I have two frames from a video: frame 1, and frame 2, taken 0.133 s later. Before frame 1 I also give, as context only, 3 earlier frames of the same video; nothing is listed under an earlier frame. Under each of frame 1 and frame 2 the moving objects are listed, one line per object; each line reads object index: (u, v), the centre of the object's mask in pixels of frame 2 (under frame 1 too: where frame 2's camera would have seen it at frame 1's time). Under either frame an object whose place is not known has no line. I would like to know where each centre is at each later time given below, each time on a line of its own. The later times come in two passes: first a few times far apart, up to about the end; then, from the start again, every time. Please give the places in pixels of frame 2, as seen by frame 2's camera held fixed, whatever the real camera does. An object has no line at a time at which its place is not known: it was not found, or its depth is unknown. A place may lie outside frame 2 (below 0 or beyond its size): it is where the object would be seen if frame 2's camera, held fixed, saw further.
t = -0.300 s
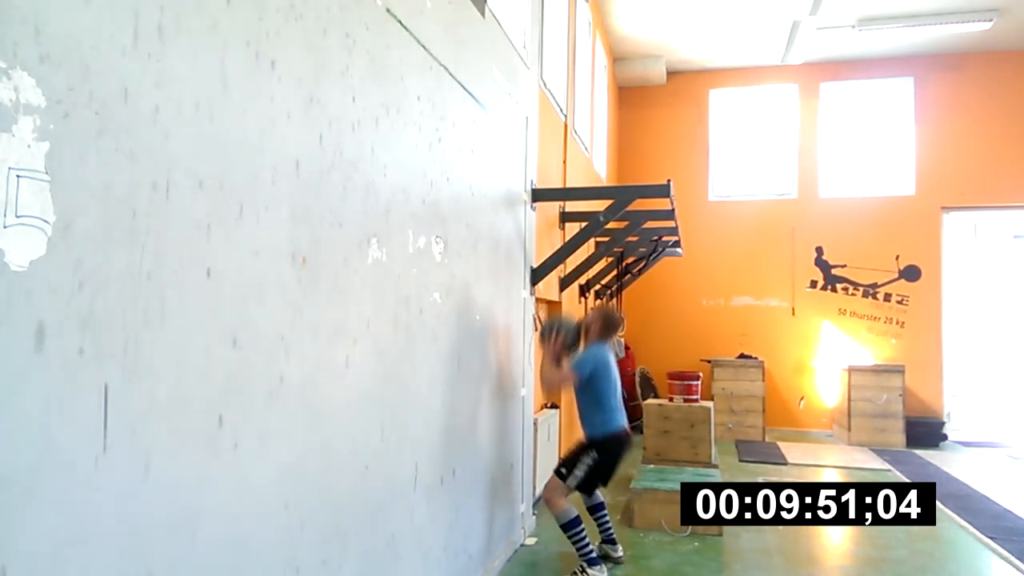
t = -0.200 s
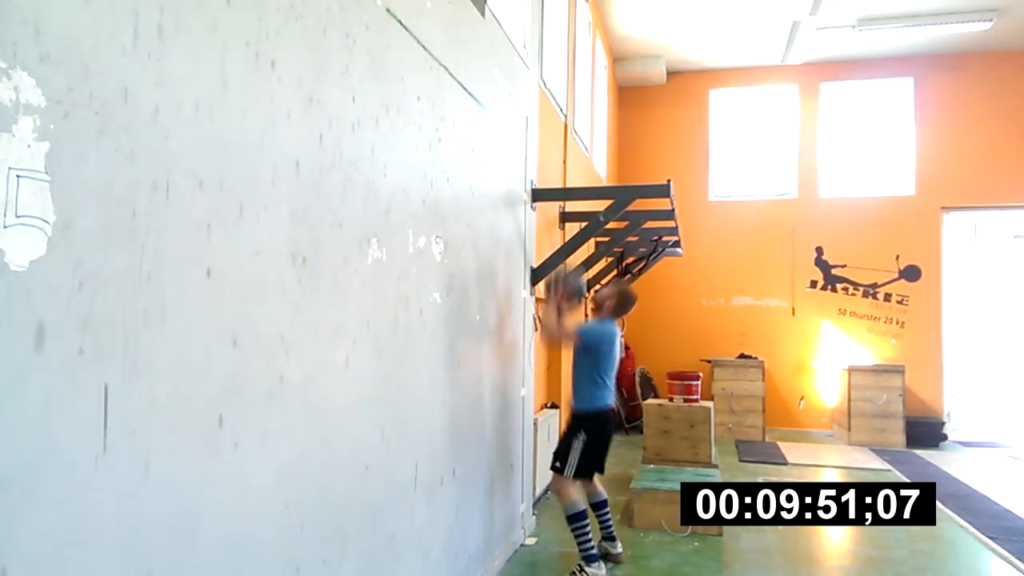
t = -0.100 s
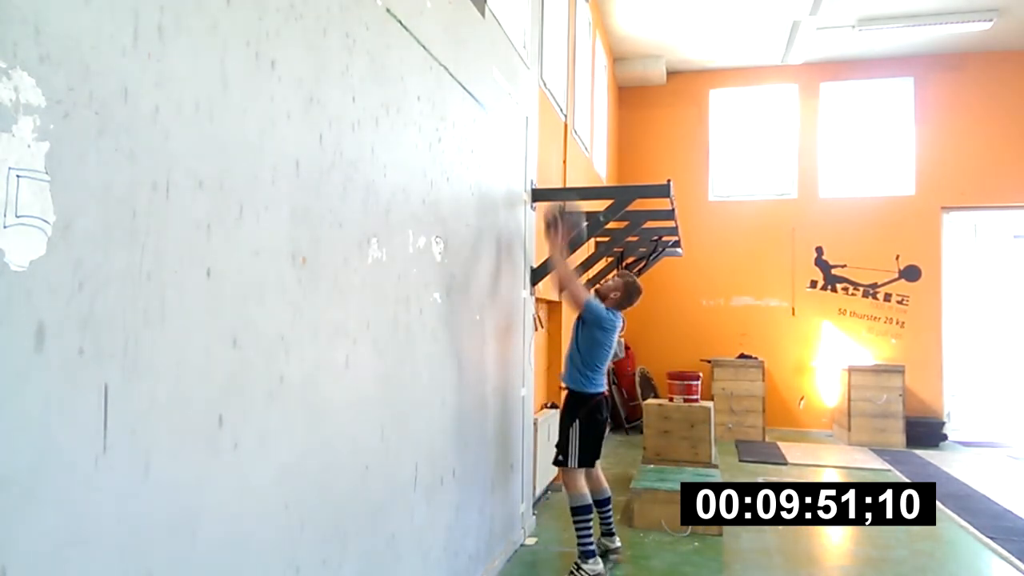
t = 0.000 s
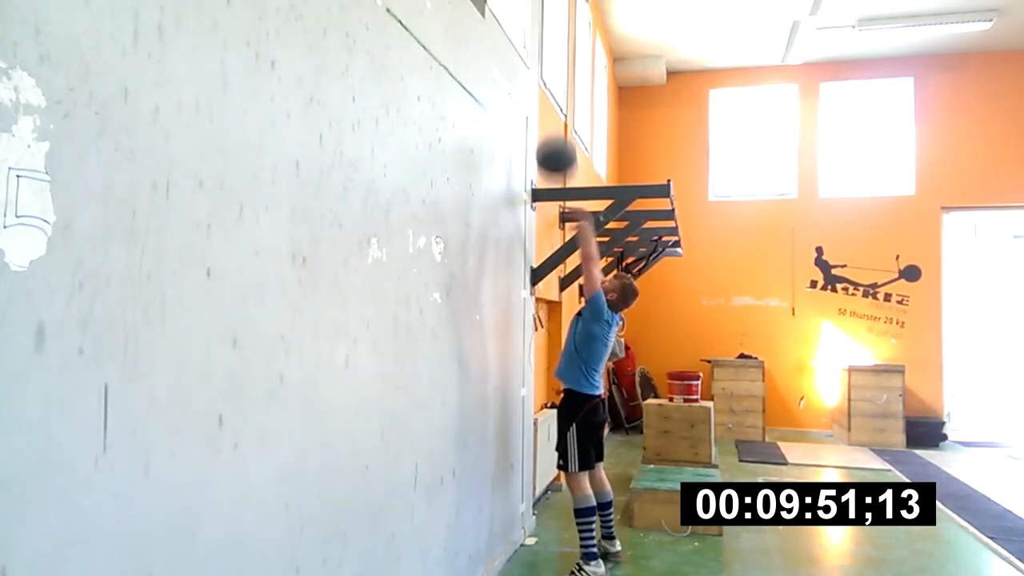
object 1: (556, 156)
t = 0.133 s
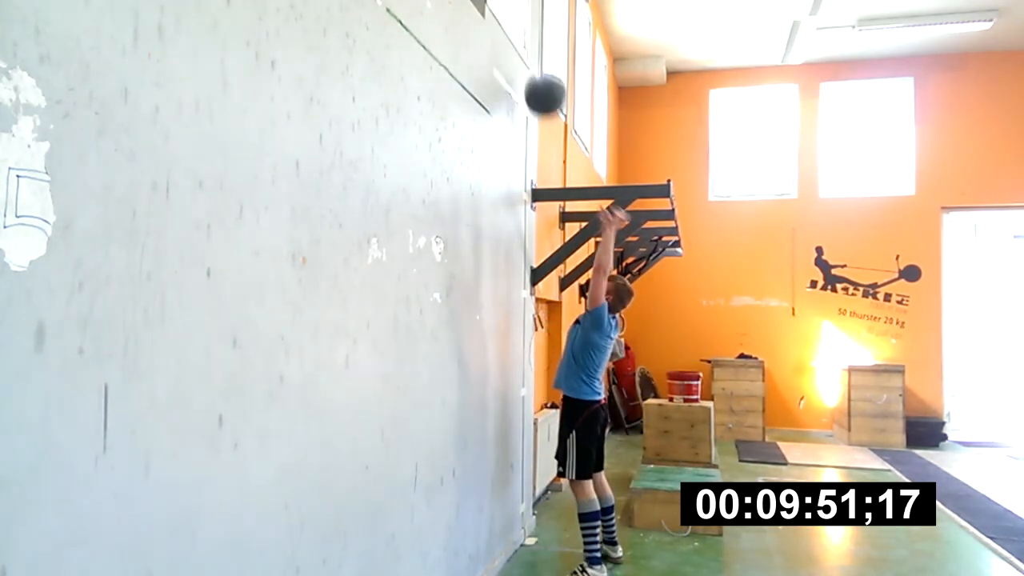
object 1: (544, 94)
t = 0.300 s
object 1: (531, 60)
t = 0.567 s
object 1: (549, 104)
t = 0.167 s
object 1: (542, 84)
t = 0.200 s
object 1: (539, 75)
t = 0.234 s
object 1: (537, 70)
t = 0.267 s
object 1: (533, 63)
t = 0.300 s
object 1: (531, 60)
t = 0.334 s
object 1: (534, 60)
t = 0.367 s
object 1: (536, 60)
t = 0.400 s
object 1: (538, 62)
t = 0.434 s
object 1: (540, 67)
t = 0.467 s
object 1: (543, 74)
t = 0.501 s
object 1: (545, 81)
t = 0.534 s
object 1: (546, 91)
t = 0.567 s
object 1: (549, 104)
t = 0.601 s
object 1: (551, 118)
